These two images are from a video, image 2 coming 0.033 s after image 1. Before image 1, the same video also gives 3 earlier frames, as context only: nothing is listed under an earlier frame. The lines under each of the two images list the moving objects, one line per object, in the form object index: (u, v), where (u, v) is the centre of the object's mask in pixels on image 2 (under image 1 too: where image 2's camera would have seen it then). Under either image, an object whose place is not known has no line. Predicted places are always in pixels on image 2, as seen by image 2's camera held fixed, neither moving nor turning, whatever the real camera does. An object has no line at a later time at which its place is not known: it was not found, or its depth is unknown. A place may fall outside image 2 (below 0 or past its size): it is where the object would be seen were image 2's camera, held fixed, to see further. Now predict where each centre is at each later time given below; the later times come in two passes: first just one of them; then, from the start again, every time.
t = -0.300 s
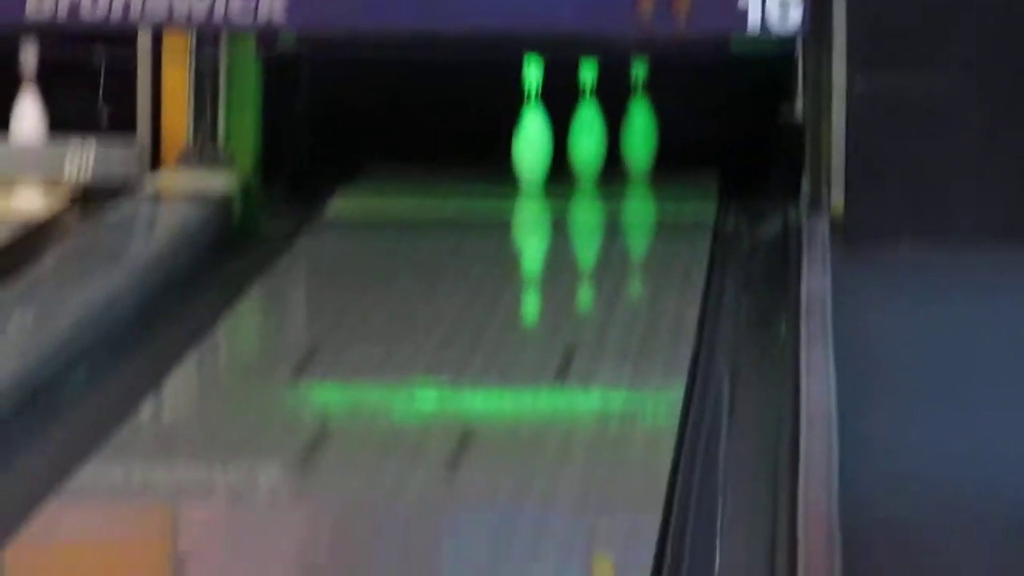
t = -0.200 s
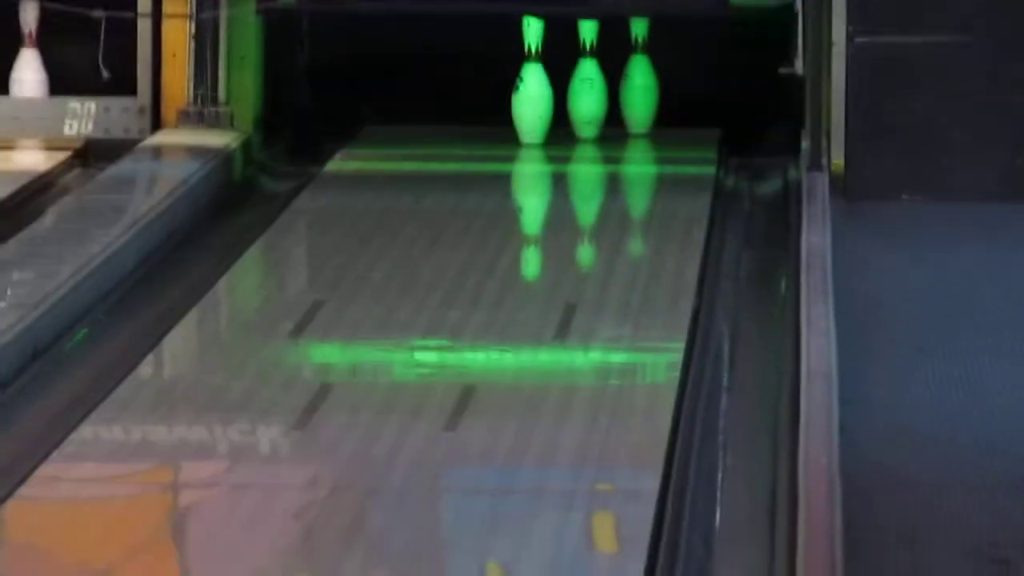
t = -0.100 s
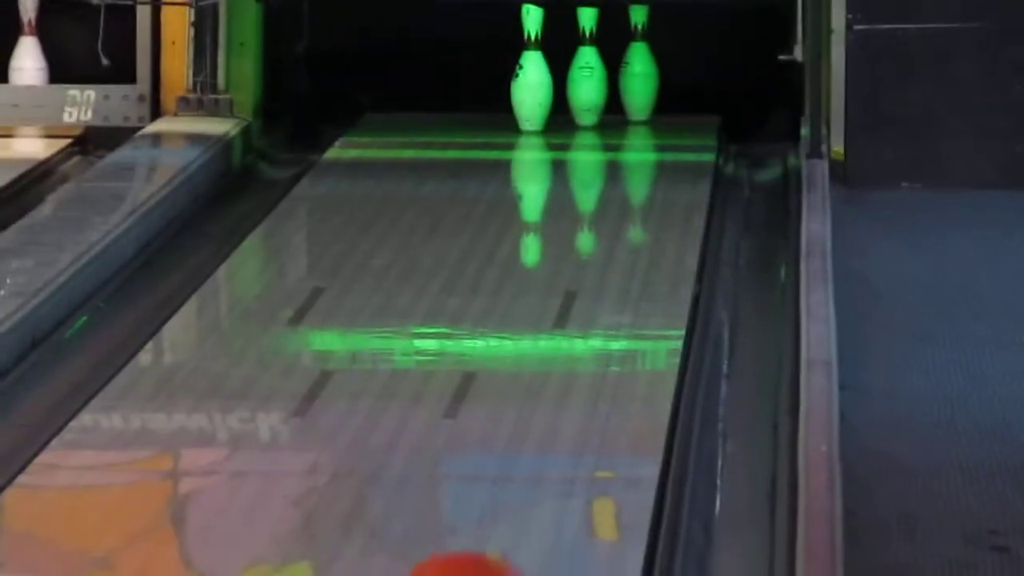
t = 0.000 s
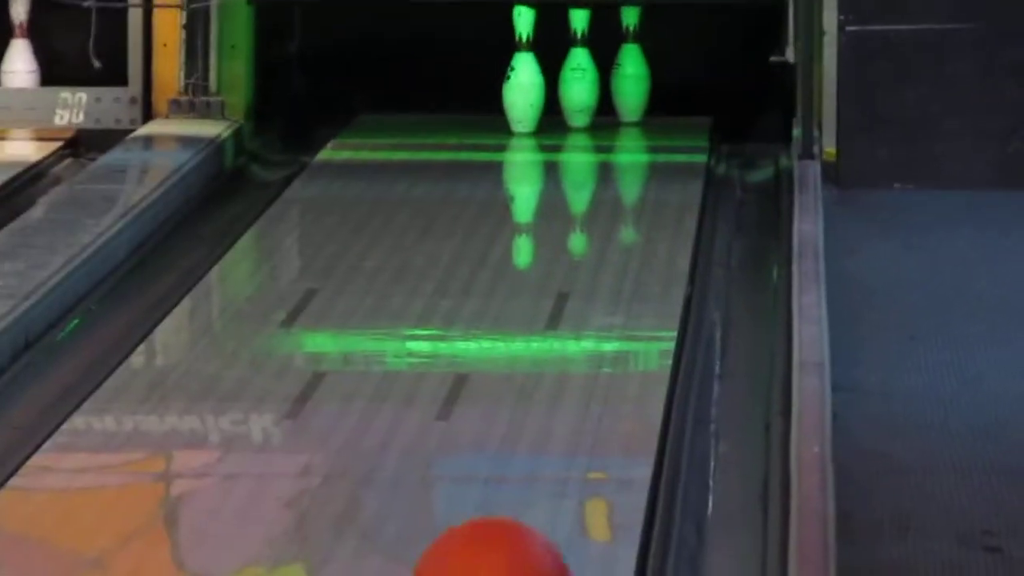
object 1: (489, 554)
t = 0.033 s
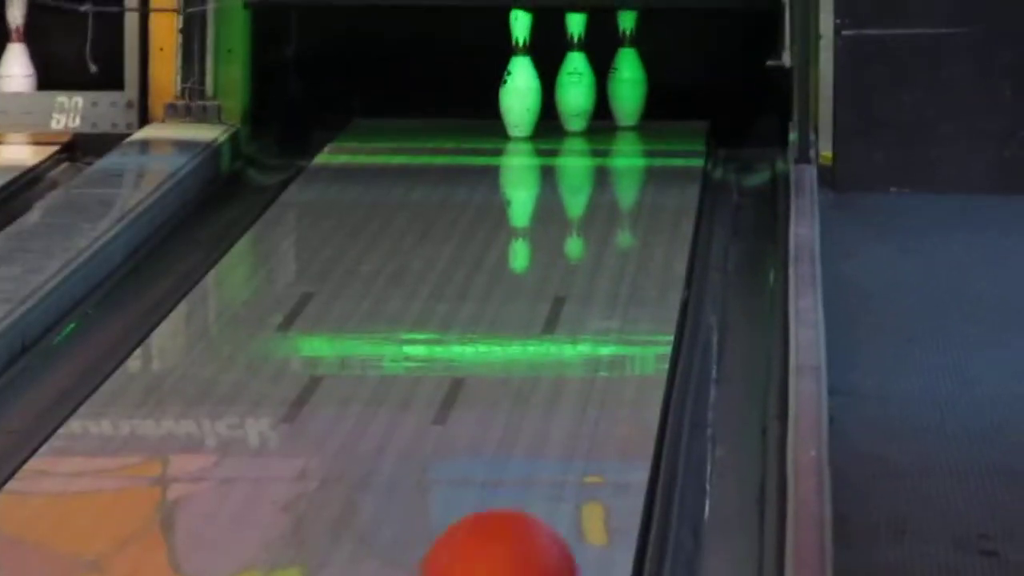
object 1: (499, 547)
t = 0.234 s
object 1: (560, 509)
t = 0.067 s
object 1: (510, 540)
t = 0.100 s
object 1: (521, 534)
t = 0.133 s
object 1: (531, 528)
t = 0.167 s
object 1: (540, 522)
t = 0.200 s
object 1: (550, 515)
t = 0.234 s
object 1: (560, 509)
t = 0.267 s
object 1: (569, 503)
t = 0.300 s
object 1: (576, 497)
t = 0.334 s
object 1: (584, 490)
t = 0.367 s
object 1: (593, 480)
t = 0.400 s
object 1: (601, 471)
